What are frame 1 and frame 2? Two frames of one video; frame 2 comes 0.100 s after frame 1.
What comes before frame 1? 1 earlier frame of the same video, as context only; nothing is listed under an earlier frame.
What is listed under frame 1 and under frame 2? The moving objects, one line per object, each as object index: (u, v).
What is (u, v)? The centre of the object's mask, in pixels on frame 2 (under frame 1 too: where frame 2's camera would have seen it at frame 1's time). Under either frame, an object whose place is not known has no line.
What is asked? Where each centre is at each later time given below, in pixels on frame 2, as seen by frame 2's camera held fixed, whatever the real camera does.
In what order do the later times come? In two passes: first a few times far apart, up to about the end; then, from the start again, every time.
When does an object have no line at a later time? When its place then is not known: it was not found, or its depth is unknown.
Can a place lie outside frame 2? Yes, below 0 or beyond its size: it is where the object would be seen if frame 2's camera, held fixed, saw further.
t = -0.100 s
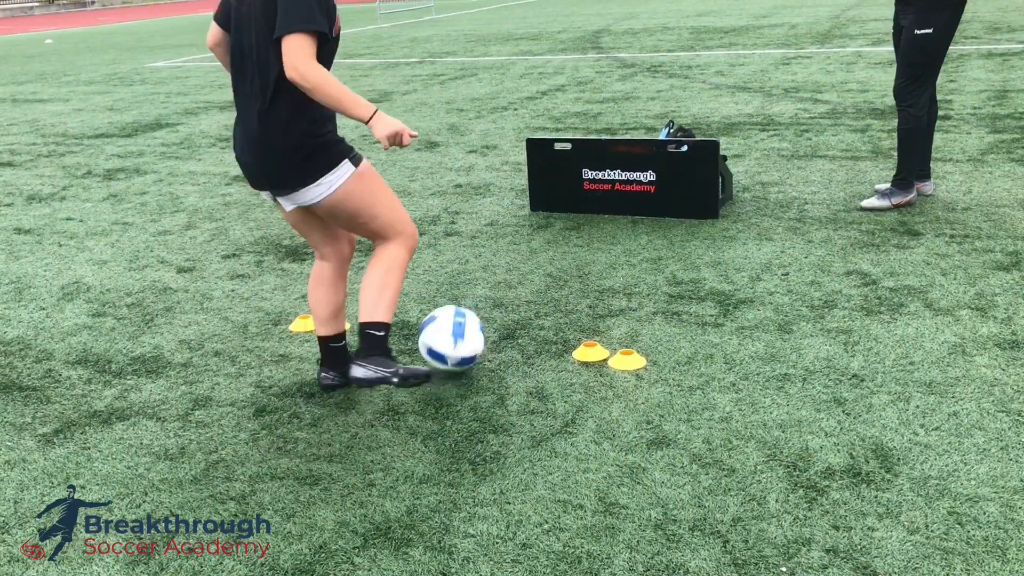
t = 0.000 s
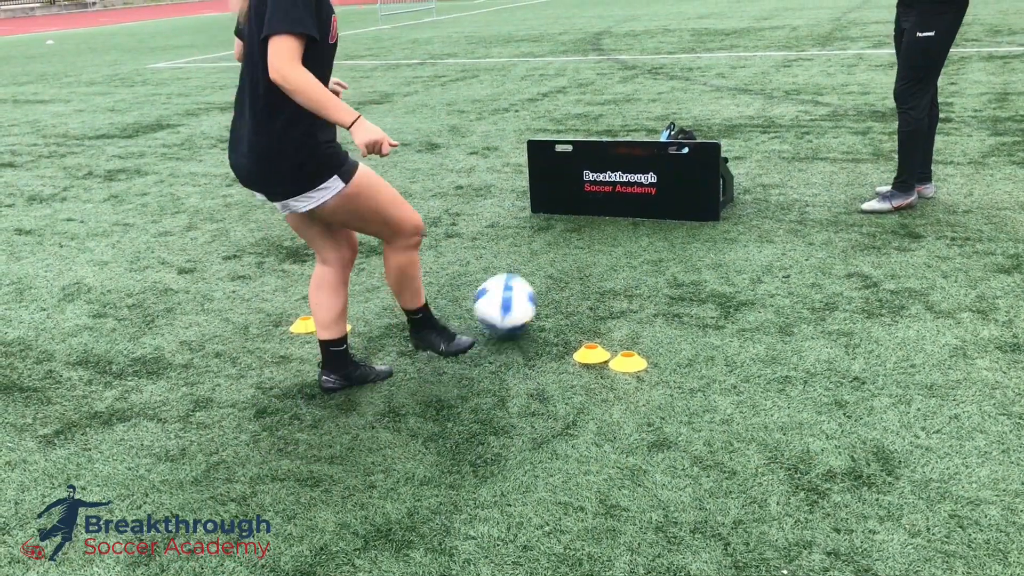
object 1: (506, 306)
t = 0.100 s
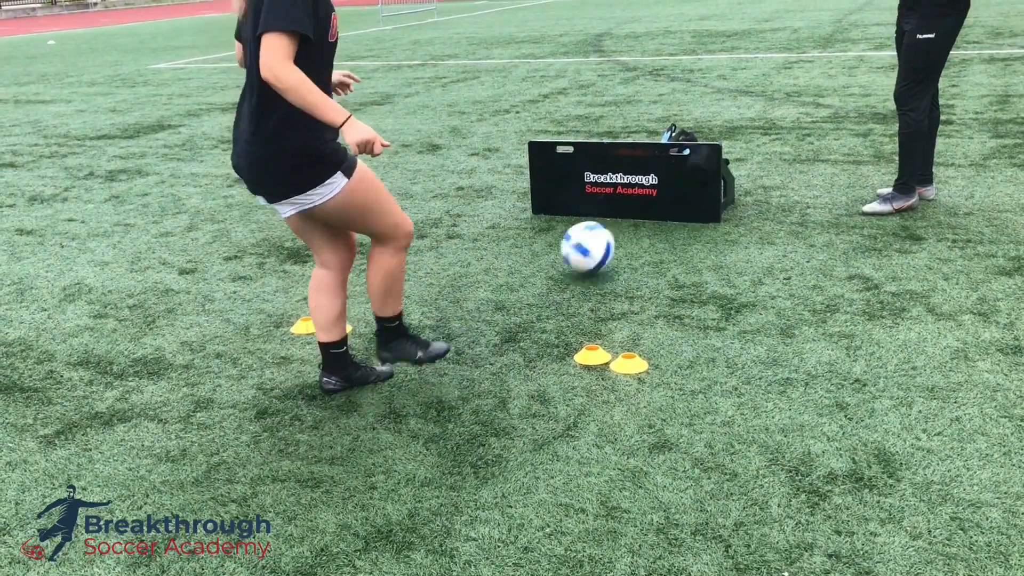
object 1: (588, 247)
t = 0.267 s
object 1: (635, 202)
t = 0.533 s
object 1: (529, 279)
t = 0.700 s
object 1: (457, 338)
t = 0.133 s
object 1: (610, 235)
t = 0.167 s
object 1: (629, 217)
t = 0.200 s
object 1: (645, 202)
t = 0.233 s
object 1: (646, 197)
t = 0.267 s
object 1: (635, 202)
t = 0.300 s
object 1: (623, 210)
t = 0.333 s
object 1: (610, 220)
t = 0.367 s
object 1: (598, 233)
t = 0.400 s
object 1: (584, 250)
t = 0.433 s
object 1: (570, 263)
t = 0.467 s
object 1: (557, 265)
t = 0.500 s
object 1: (544, 271)
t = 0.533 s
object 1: (529, 279)
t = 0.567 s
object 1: (514, 291)
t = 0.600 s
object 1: (499, 306)
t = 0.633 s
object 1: (483, 325)
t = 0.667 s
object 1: (469, 332)
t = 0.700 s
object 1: (457, 338)
